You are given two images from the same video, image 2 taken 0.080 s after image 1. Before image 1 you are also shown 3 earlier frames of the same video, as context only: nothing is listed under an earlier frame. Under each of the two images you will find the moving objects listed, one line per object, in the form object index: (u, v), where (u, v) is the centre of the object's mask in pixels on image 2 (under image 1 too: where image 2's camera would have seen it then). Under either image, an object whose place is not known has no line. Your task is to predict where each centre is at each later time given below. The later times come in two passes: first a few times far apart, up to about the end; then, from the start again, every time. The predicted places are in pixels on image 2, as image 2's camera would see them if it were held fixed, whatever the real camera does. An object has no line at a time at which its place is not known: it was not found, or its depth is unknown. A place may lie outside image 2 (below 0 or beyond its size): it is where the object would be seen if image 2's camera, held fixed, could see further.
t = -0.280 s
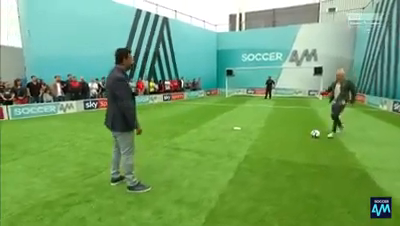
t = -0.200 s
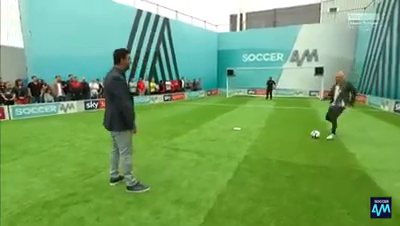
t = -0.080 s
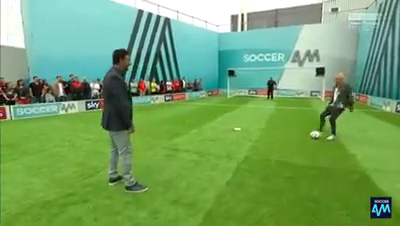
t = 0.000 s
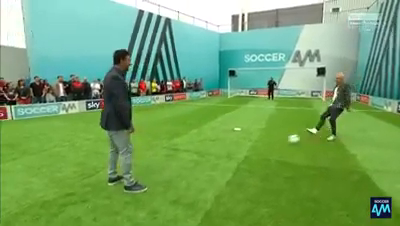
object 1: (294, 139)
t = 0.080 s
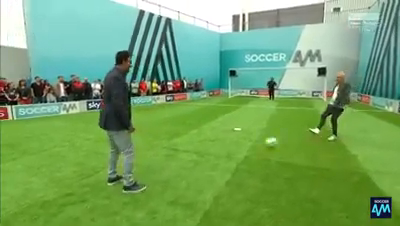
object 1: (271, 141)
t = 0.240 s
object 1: (217, 152)
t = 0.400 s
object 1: (156, 161)
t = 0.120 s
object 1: (258, 142)
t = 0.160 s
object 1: (245, 145)
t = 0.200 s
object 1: (232, 148)
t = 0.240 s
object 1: (217, 152)
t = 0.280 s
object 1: (202, 154)
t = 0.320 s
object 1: (188, 155)
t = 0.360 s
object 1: (173, 158)
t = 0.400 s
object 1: (156, 161)
